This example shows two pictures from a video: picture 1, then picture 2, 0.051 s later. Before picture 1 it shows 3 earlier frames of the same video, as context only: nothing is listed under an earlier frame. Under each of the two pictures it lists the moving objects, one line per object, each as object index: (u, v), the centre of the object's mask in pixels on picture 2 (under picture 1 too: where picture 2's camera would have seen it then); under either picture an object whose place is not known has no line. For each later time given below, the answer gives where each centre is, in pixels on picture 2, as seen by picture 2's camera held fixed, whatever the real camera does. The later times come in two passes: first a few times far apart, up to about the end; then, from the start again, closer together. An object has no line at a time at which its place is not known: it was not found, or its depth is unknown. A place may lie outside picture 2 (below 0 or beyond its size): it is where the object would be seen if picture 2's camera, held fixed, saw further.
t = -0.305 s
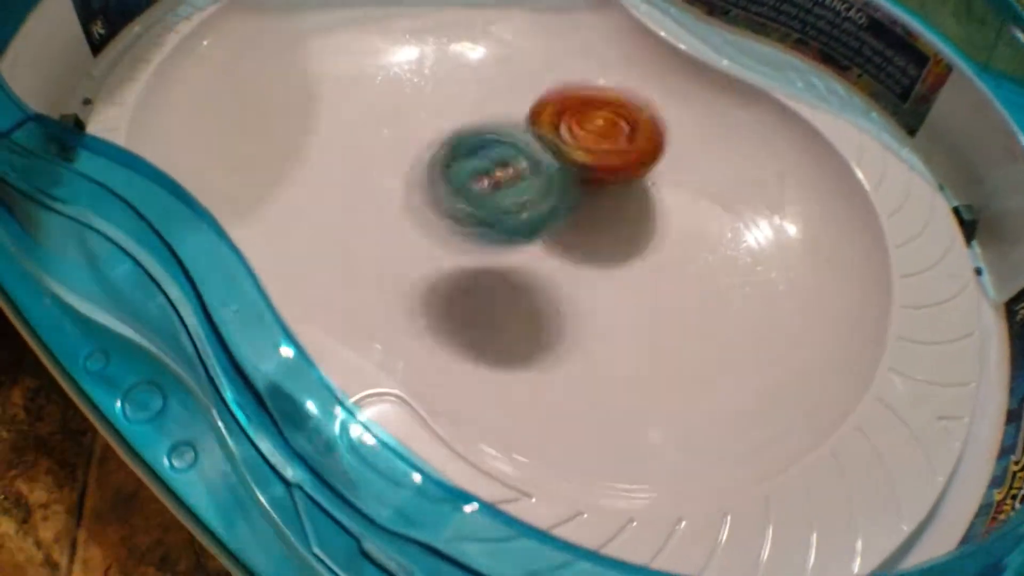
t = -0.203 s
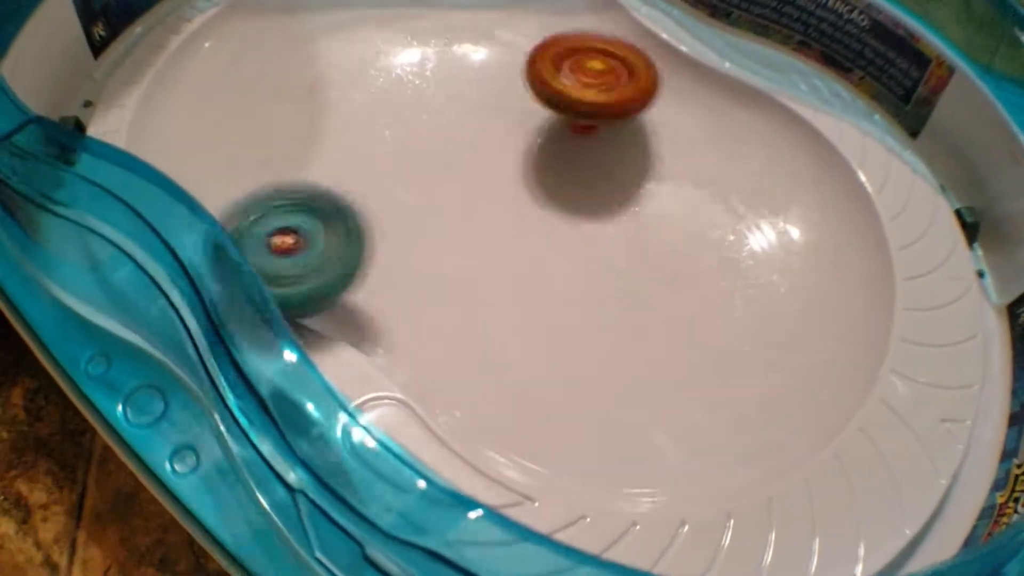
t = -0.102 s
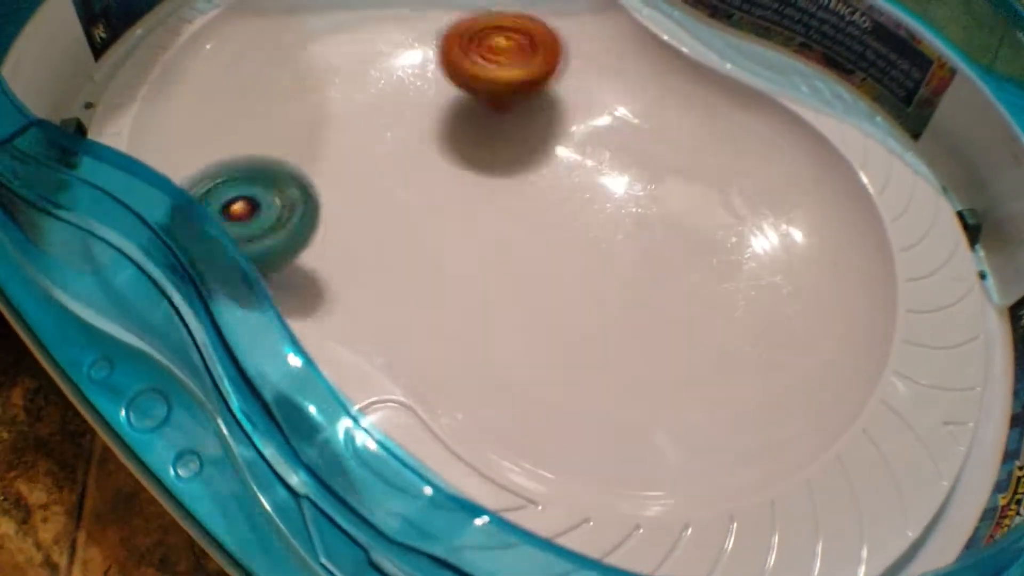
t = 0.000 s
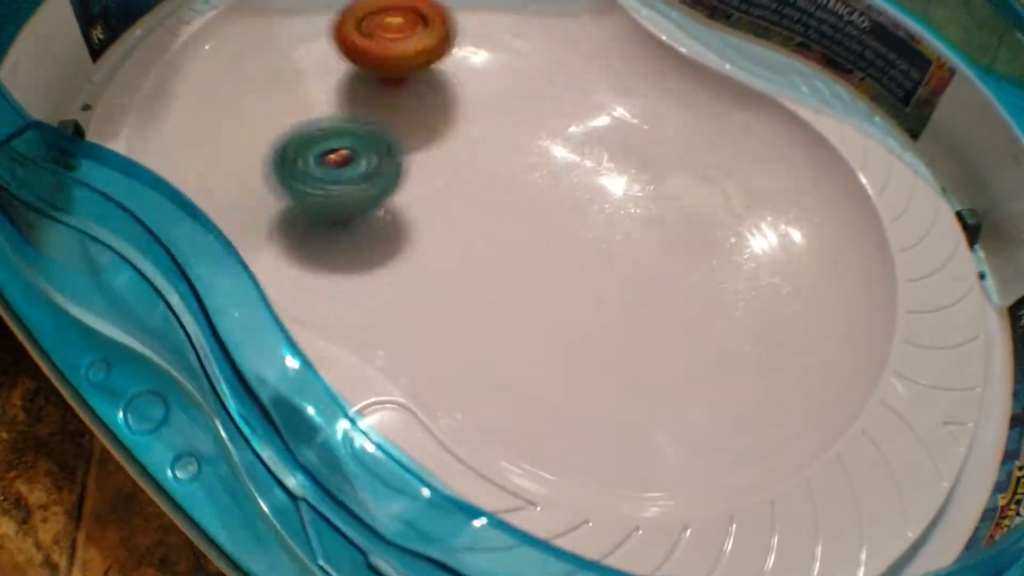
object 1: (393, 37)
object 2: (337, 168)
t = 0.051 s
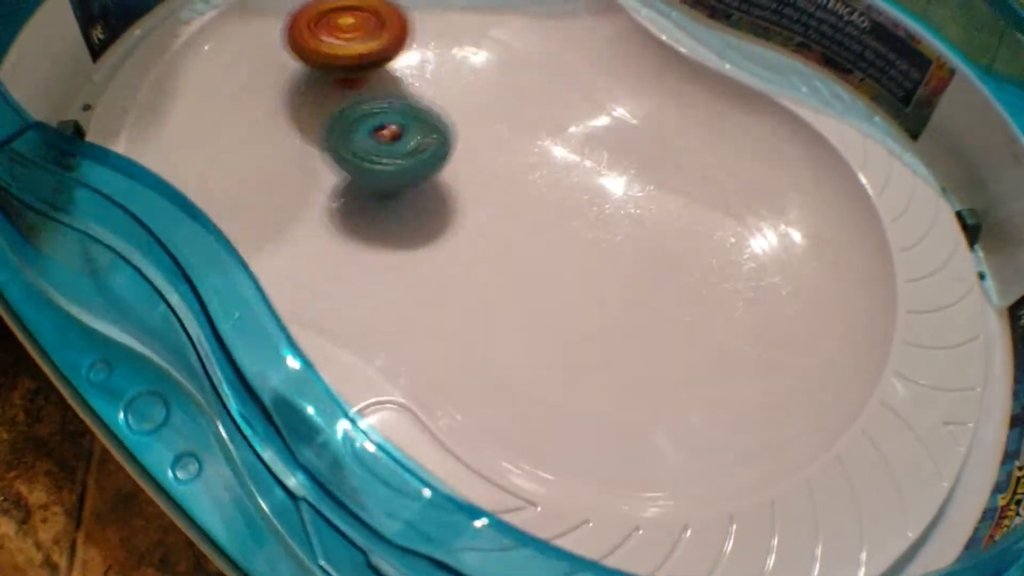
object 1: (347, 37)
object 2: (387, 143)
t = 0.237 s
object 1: (230, 122)
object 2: (385, 38)
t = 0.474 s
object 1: (440, 229)
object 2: (193, 149)
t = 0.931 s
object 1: (593, 126)
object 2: (777, 15)
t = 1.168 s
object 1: (395, 123)
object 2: (317, 2)
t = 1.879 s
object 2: (609, 102)
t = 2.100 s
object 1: (158, 43)
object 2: (745, 176)
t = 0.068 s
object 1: (333, 38)
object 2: (398, 132)
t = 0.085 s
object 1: (319, 40)
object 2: (406, 121)
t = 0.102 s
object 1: (306, 44)
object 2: (414, 113)
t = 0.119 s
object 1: (292, 50)
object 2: (419, 101)
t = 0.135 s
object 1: (279, 57)
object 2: (421, 92)
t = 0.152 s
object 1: (267, 65)
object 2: (419, 79)
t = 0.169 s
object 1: (256, 75)
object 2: (417, 72)
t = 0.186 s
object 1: (246, 86)
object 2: (412, 61)
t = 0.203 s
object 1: (239, 97)
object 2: (406, 54)
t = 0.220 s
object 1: (233, 109)
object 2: (396, 45)
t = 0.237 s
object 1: (230, 122)
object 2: (385, 38)
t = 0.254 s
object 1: (227, 140)
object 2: (371, 35)
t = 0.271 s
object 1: (230, 151)
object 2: (356, 30)
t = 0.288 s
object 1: (236, 163)
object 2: (341, 30)
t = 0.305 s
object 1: (245, 174)
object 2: (321, 30)
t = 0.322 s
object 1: (256, 185)
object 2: (304, 31)
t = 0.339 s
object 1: (269, 197)
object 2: (285, 34)
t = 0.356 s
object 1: (284, 207)
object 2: (266, 39)
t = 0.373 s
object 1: (301, 215)
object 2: (247, 48)
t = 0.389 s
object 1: (323, 223)
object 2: (229, 62)
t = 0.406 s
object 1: (347, 226)
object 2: (213, 75)
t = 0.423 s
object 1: (370, 228)
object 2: (200, 92)
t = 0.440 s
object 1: (393, 227)
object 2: (191, 111)
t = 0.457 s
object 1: (418, 229)
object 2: (187, 131)
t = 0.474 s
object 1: (440, 229)
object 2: (193, 149)
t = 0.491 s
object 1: (463, 229)
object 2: (205, 171)
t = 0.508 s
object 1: (488, 228)
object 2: (229, 191)
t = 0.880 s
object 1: (634, 125)
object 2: (823, 51)
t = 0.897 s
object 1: (621, 125)
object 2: (811, 31)
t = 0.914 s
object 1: (609, 125)
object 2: (793, 22)
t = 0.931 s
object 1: (593, 126)
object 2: (777, 15)
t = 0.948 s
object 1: (578, 127)
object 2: (752, 13)
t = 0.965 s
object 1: (564, 127)
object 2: (725, 9)
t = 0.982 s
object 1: (549, 128)
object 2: (697, 5)
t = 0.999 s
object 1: (534, 128)
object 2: (670, 2)
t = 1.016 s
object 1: (518, 130)
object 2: (630, -2)
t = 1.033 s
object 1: (502, 130)
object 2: (600, 0)
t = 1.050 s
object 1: (487, 129)
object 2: (568, 1)
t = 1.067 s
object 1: (473, 130)
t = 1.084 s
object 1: (458, 129)
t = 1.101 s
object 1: (445, 128)
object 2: (461, 3)
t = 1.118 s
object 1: (431, 127)
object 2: (425, 1)
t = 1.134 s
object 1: (418, 125)
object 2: (387, 1)
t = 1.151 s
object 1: (406, 125)
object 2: (352, 1)
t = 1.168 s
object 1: (395, 123)
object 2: (317, 2)
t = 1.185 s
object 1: (384, 123)
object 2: (275, 6)
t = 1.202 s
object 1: (375, 122)
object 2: (240, 11)
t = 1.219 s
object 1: (366, 120)
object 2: (216, 15)
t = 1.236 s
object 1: (357, 120)
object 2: (185, 25)
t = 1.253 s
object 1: (351, 118)
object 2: (156, 38)
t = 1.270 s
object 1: (347, 117)
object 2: (137, 57)
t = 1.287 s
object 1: (343, 116)
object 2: (123, 86)
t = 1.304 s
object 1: (340, 116)
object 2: (114, 107)
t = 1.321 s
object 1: (338, 116)
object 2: (113, 120)
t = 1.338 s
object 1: (336, 116)
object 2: (119, 138)
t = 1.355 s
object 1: (337, 117)
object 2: (126, 153)
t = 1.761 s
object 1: (454, 138)
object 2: (785, 79)
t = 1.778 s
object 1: (458, 136)
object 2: (767, 79)
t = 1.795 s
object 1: (462, 135)
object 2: (743, 84)
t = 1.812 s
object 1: (466, 133)
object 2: (719, 85)
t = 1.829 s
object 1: (469, 131)
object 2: (694, 91)
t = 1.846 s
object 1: (471, 128)
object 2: (667, 95)
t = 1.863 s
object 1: (473, 126)
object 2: (634, 97)
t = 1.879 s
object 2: (609, 102)
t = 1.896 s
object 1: (435, 110)
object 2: (626, 105)
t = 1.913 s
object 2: (648, 111)
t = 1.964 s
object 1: (292, 74)
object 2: (695, 138)
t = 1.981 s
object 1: (261, 62)
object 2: (706, 145)
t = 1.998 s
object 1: (236, 50)
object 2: (716, 154)
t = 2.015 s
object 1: (213, 43)
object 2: (723, 156)
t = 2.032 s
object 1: (195, 35)
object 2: (730, 162)
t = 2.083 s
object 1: (162, 33)
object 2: (743, 175)
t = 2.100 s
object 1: (158, 43)
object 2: (745, 176)
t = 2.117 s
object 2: (746, 177)
